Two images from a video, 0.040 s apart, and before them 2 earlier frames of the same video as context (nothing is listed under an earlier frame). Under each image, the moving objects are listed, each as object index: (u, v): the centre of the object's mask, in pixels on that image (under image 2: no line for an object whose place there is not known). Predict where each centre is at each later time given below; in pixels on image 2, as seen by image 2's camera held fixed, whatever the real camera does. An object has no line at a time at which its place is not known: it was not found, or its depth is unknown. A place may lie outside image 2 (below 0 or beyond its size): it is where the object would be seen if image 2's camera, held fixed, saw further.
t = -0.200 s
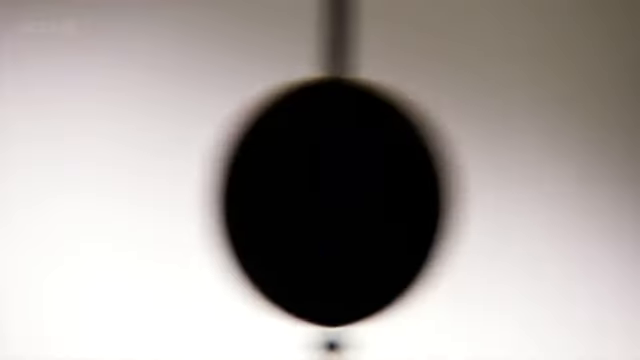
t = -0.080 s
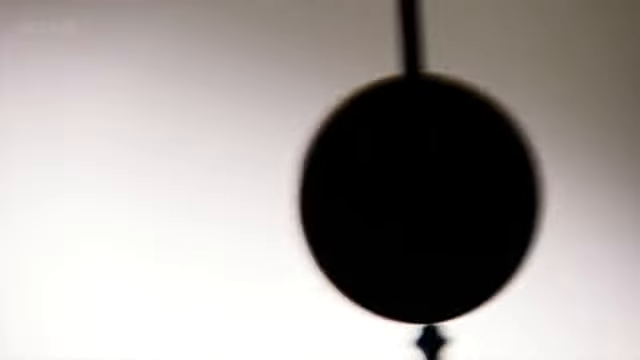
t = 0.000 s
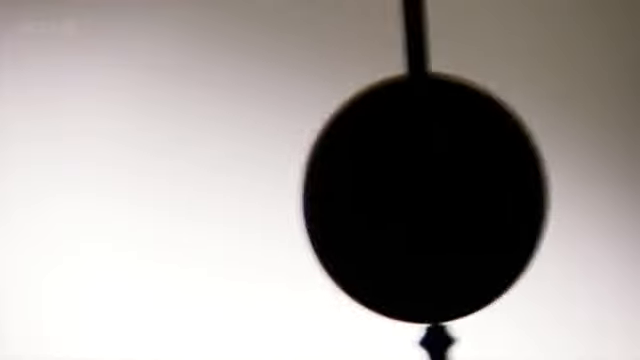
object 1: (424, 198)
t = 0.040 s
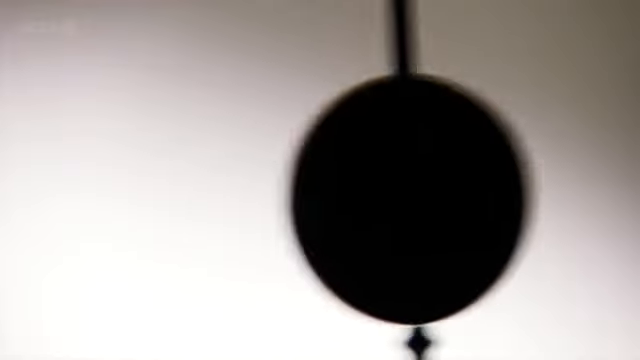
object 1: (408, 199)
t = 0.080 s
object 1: (391, 199)
